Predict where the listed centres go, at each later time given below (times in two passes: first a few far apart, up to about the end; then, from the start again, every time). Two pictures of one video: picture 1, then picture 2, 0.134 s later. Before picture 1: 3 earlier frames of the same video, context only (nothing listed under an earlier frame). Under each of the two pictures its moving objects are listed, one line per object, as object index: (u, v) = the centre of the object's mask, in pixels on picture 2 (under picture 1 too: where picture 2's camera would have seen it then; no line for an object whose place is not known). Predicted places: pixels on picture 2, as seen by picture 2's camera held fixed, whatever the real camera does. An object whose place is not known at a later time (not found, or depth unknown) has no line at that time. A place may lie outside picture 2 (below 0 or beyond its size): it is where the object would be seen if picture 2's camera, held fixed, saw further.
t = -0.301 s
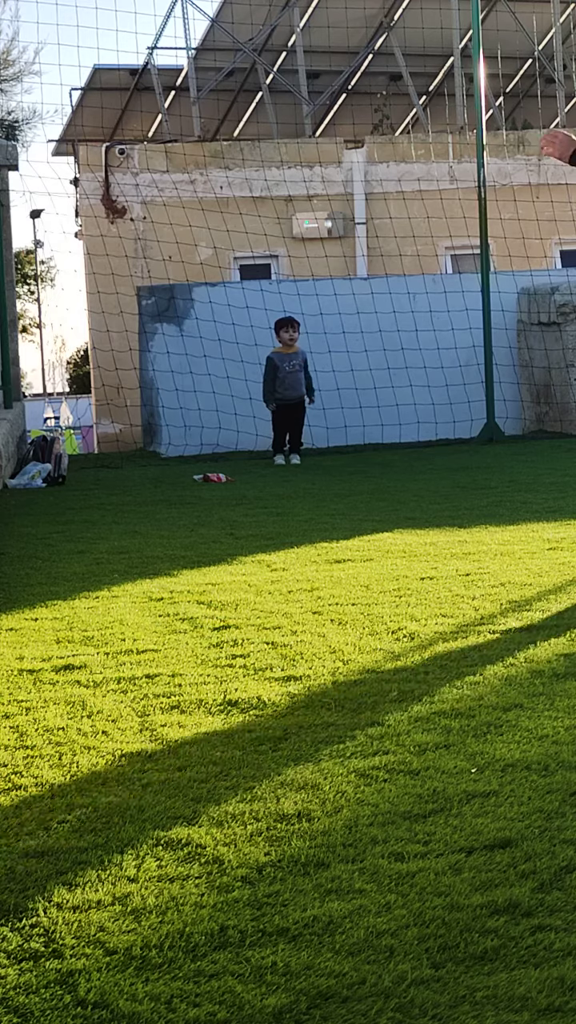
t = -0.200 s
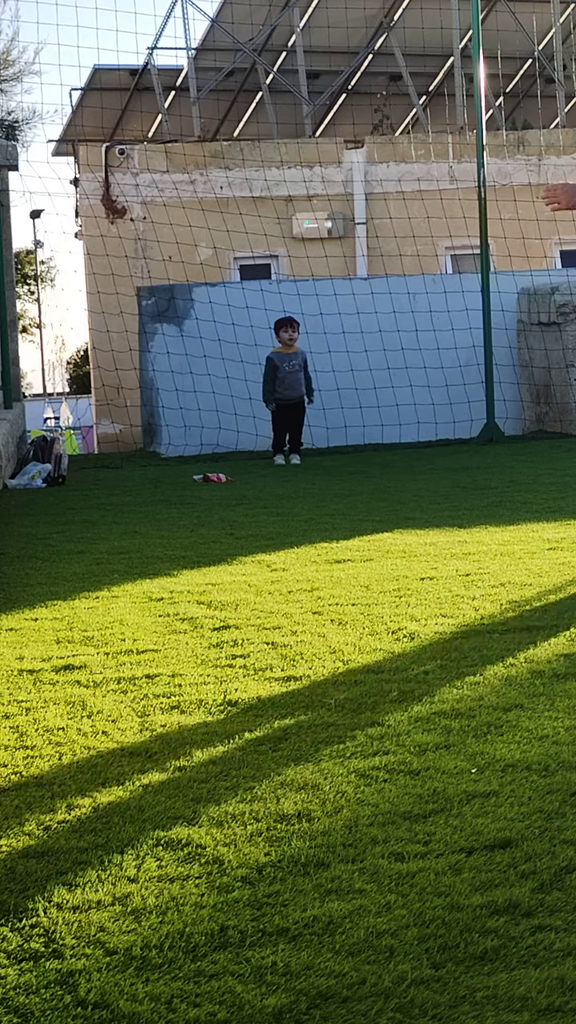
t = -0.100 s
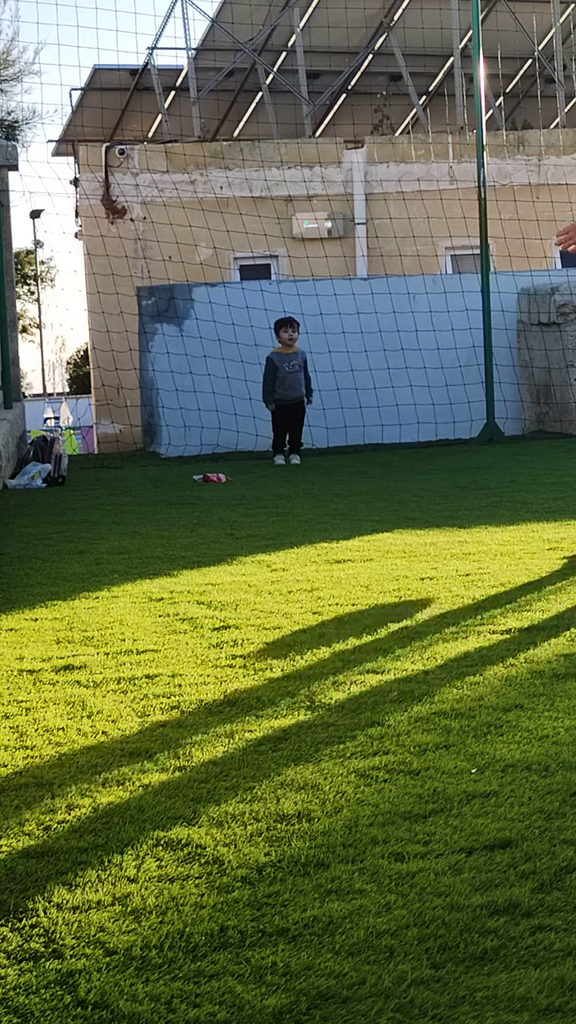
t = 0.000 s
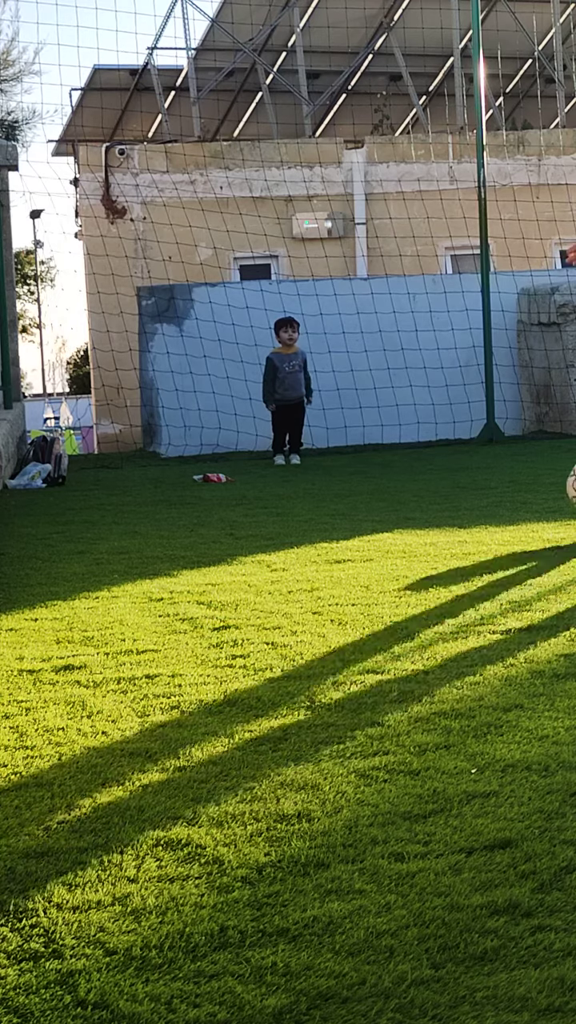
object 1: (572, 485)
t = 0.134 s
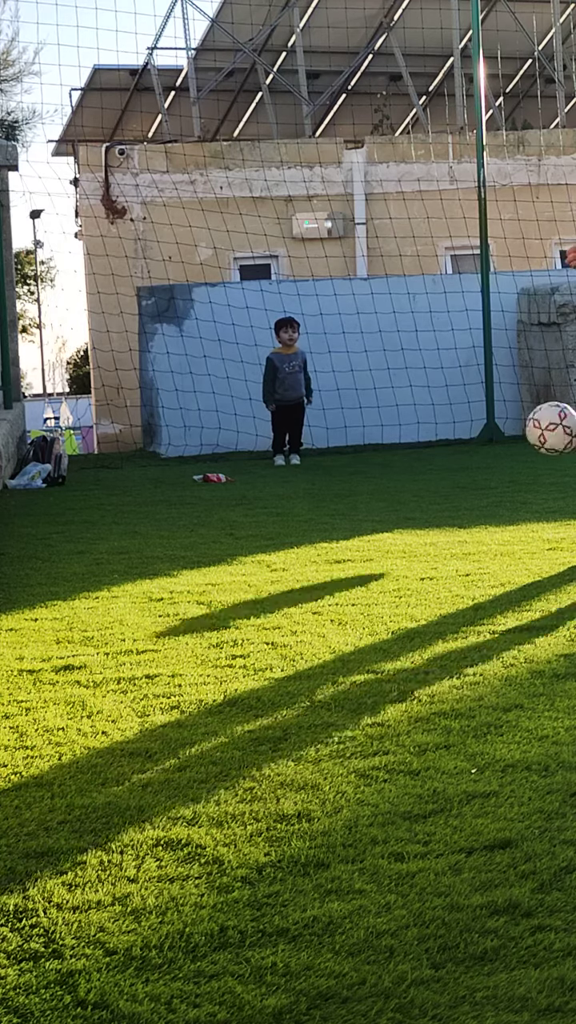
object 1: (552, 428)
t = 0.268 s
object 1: (517, 421)
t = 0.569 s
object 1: (466, 467)
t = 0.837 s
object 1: (455, 476)
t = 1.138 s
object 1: (449, 474)
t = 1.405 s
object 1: (445, 470)
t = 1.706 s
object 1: (445, 468)
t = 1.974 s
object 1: (442, 465)
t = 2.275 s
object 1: (437, 464)
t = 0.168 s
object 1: (544, 422)
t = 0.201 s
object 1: (535, 419)
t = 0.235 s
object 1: (526, 419)
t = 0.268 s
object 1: (517, 421)
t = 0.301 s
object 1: (509, 424)
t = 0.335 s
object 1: (502, 431)
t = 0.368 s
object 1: (494, 440)
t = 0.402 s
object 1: (487, 451)
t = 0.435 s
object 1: (480, 465)
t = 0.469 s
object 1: (473, 481)
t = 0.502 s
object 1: (469, 484)
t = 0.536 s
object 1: (467, 475)
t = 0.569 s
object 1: (466, 467)
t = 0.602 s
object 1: (464, 462)
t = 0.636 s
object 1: (462, 460)
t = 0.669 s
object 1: (460, 459)
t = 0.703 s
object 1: (459, 462)
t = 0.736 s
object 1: (458, 466)
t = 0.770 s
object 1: (457, 472)
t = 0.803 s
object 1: (456, 478)
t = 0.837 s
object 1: (455, 476)
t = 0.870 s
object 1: (454, 471)
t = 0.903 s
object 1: (453, 470)
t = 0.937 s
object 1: (452, 470)
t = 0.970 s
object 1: (451, 473)
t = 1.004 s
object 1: (451, 476)
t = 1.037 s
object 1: (451, 473)
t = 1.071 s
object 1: (450, 472)
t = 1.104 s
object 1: (449, 472)
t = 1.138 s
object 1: (449, 474)
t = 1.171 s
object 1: (448, 472)
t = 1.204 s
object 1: (448, 472)
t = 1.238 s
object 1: (447, 472)
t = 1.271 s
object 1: (447, 472)
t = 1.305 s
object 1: (446, 471)
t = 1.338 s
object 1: (446, 471)
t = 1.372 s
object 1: (445, 471)
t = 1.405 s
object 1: (445, 470)
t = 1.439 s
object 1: (445, 470)
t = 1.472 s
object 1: (445, 470)
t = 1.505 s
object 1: (445, 470)
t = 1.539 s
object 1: (445, 469)
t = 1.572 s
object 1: (445, 469)
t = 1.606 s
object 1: (445, 469)
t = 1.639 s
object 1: (445, 468)
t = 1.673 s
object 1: (445, 468)
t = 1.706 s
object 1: (445, 468)
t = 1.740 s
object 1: (444, 467)
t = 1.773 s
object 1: (445, 467)
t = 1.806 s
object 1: (444, 467)
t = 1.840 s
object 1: (444, 466)
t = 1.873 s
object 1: (444, 466)
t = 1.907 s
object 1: (443, 466)
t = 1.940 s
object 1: (443, 466)
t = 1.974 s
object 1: (442, 465)
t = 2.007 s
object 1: (442, 465)
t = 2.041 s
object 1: (441, 465)
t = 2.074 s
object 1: (440, 465)
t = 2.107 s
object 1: (440, 465)
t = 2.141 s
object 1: (439, 465)
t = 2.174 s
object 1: (438, 465)
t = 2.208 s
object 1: (438, 464)
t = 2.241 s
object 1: (437, 464)
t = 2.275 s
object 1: (437, 464)
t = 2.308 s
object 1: (436, 464)
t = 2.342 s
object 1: (435, 464)
